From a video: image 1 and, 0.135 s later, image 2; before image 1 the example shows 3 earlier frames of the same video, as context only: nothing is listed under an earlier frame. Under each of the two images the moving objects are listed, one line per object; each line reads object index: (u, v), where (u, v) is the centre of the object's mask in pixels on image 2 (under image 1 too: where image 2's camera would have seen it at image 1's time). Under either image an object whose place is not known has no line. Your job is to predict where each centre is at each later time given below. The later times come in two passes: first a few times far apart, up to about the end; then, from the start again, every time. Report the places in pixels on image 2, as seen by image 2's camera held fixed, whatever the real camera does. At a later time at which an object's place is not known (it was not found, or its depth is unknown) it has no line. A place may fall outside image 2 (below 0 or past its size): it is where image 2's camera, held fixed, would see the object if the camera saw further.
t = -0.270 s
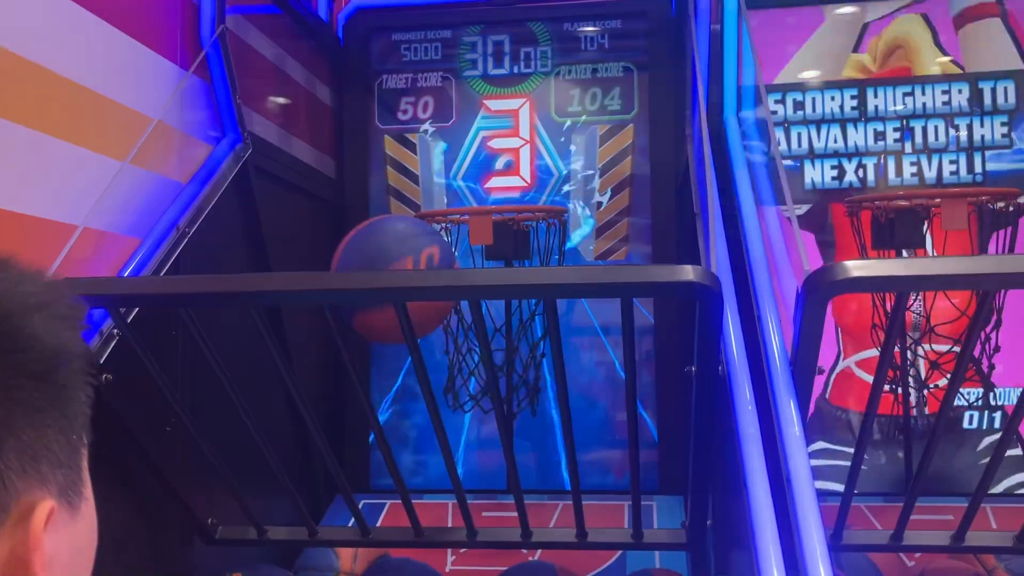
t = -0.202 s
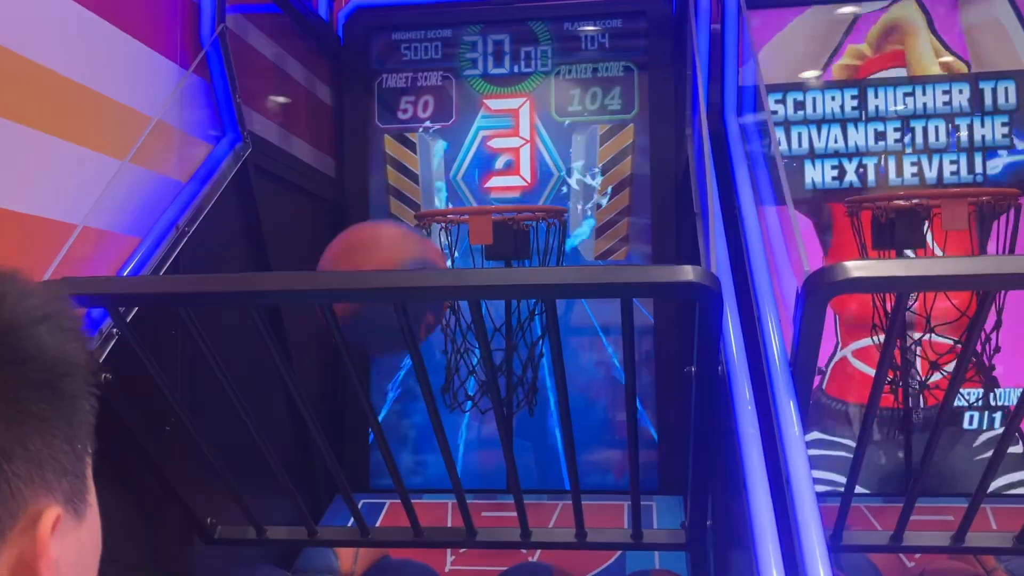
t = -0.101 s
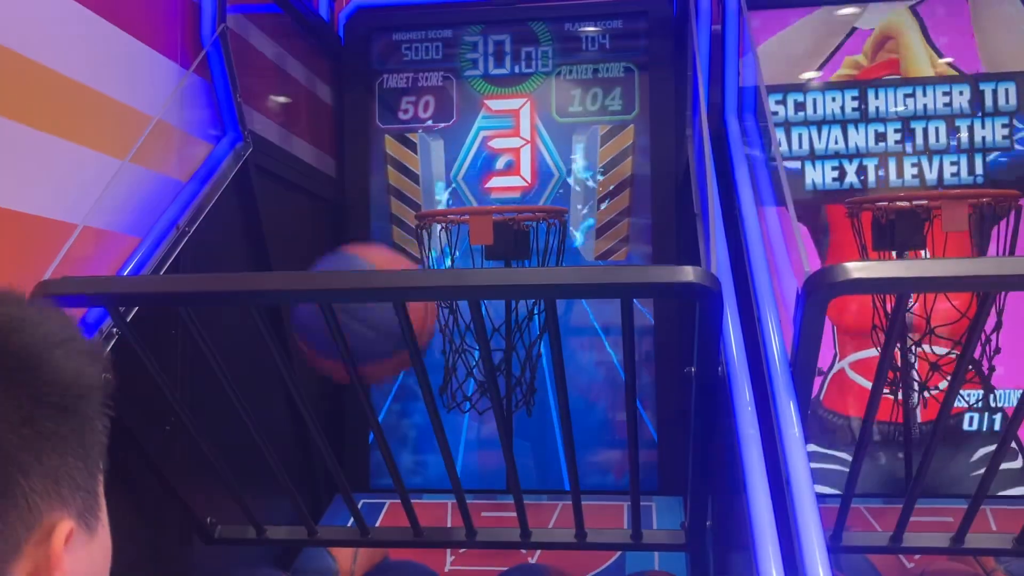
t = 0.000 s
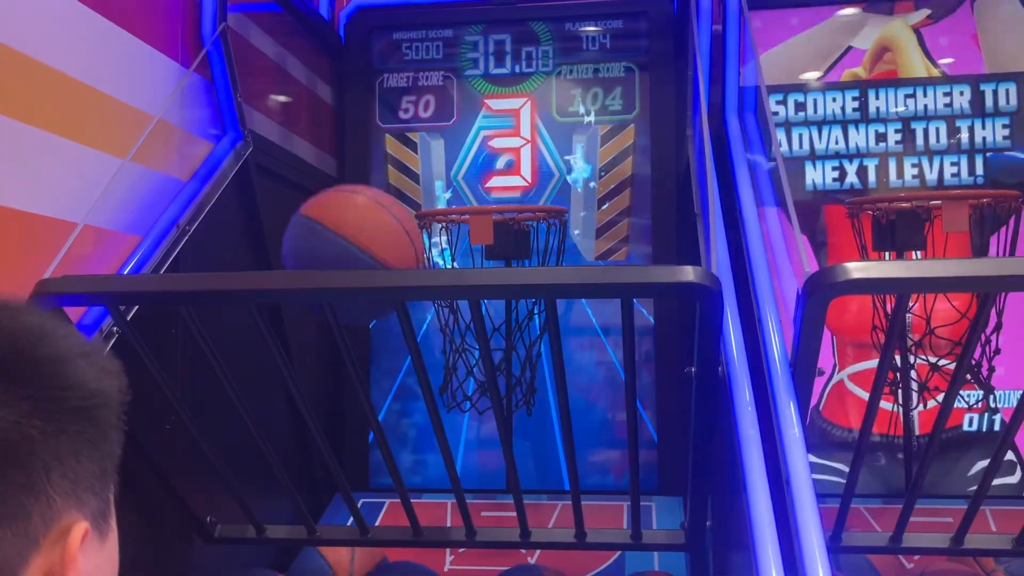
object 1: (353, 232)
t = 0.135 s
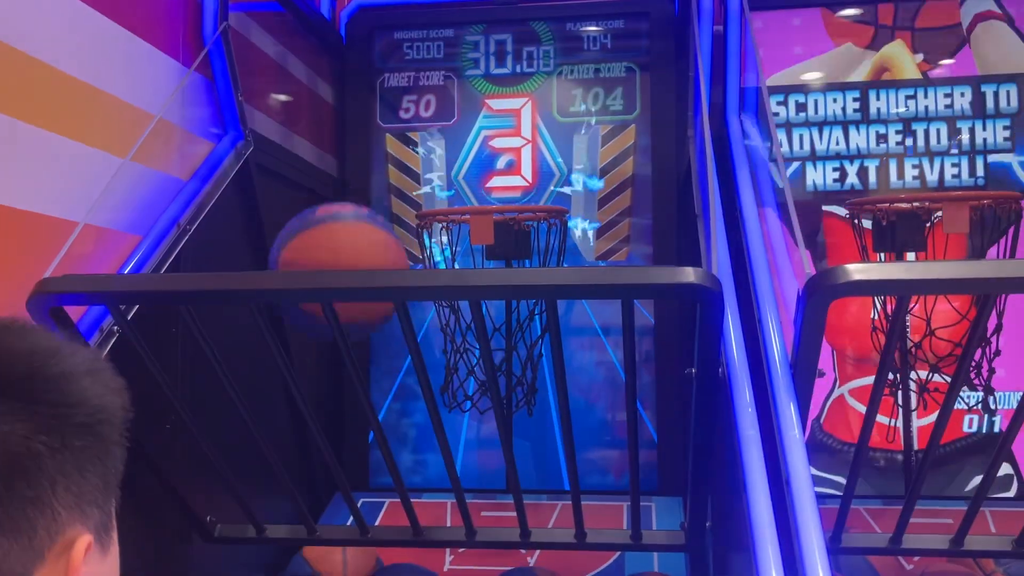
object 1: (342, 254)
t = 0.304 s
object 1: (339, 348)
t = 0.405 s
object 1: (364, 364)
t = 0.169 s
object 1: (336, 303)
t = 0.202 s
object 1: (332, 333)
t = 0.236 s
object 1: (337, 352)
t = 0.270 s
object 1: (339, 349)
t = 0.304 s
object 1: (339, 348)
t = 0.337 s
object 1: (352, 348)
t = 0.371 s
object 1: (356, 355)
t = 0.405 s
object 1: (364, 364)
